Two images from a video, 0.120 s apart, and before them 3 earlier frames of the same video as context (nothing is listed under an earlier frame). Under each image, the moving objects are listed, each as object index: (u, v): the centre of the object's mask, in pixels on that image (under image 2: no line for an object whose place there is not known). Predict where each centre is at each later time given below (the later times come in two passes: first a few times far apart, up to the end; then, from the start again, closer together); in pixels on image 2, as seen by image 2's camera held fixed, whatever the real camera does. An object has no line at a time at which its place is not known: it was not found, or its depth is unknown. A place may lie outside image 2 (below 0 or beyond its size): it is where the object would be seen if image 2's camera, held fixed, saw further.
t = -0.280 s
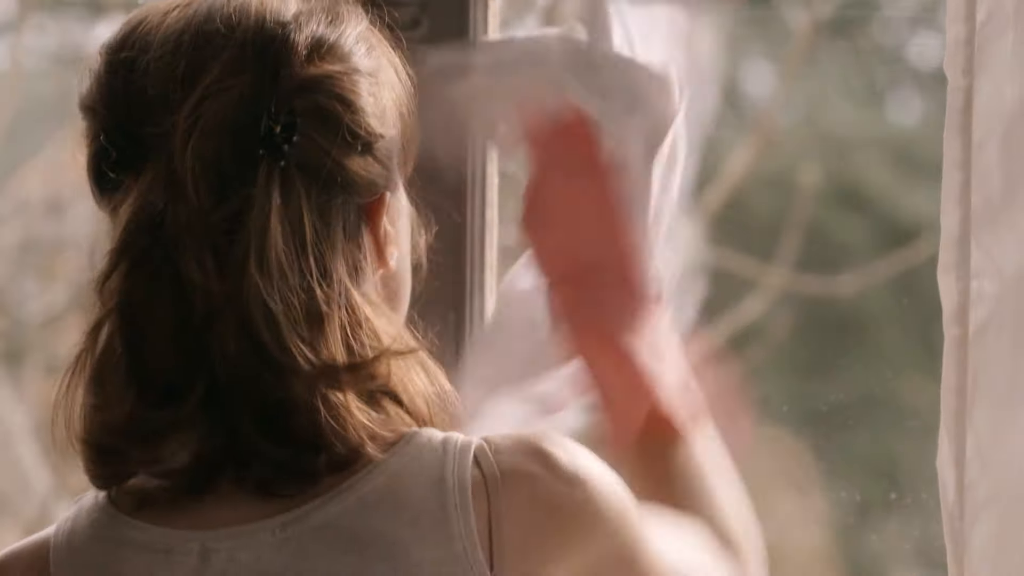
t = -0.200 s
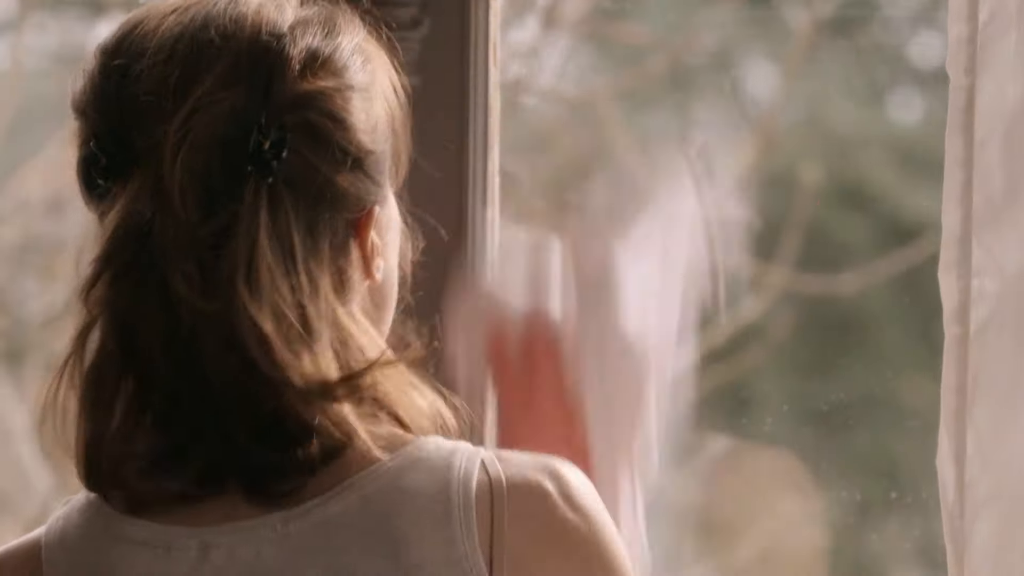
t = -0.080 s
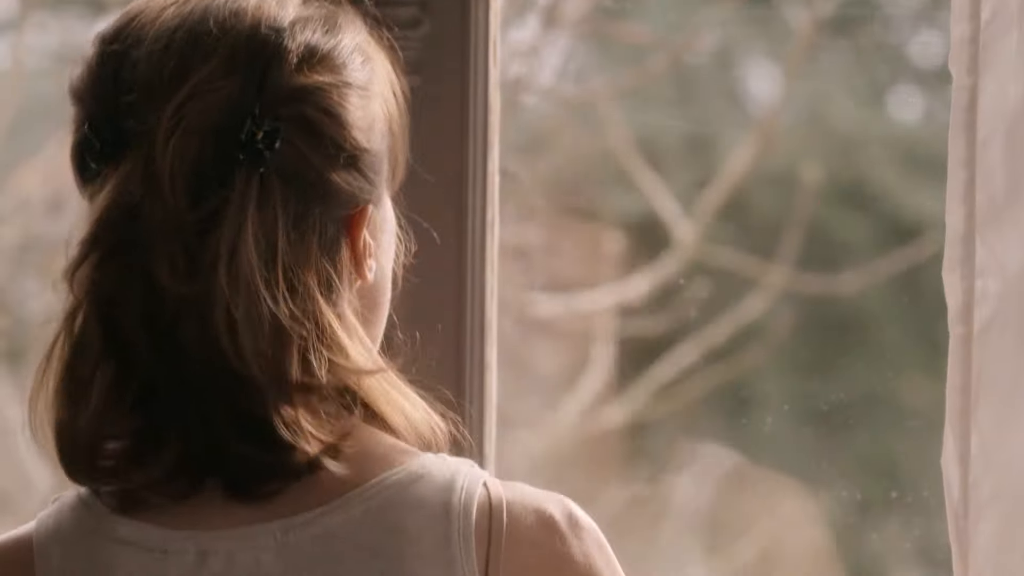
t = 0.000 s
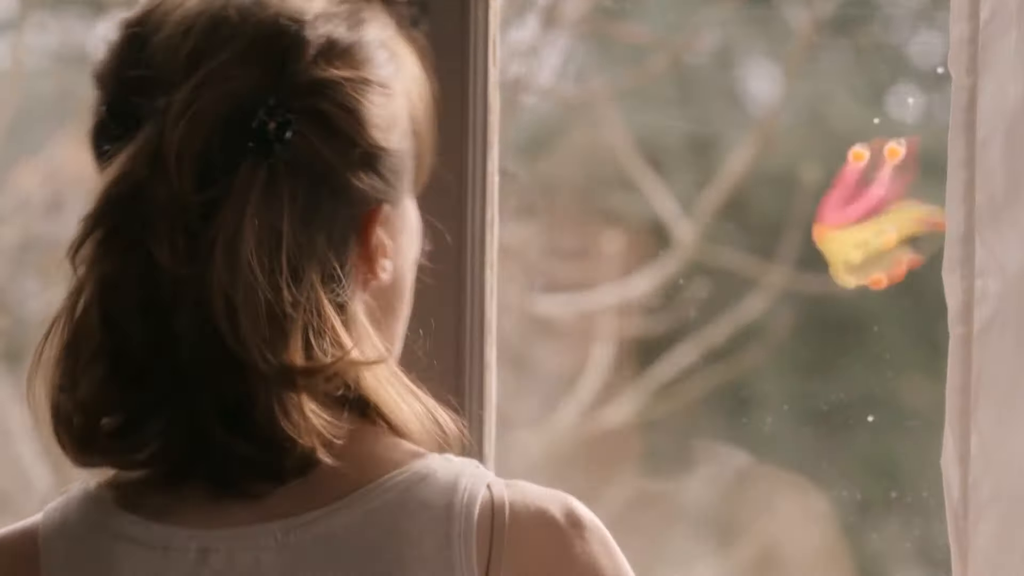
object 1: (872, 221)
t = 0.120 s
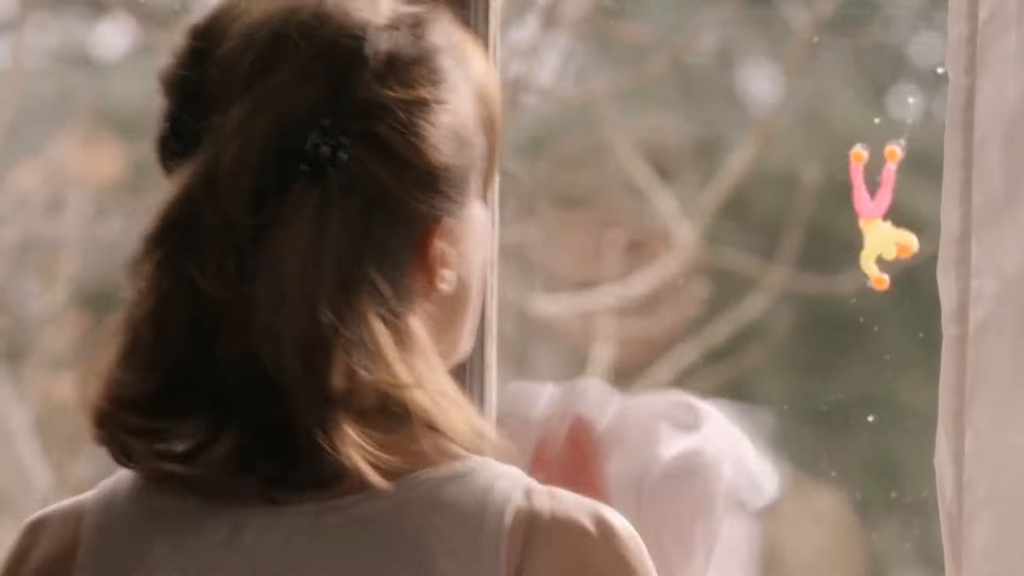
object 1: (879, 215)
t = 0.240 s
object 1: (882, 217)
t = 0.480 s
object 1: (882, 218)
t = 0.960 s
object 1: (880, 221)
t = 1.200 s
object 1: (880, 222)
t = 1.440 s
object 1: (881, 225)
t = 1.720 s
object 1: (881, 227)
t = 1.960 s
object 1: (876, 232)
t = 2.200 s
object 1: (865, 234)
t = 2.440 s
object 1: (851, 235)
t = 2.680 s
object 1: (853, 264)
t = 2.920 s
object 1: (864, 292)
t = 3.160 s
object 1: (876, 383)
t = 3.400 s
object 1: (860, 430)
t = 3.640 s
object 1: (861, 429)
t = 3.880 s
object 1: (861, 429)
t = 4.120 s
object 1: (861, 429)
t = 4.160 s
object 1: (861, 429)
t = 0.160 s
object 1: (882, 216)
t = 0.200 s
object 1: (882, 217)
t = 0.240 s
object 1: (882, 217)
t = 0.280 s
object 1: (882, 217)
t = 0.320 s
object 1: (882, 217)
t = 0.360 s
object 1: (882, 217)
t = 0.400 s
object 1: (882, 218)
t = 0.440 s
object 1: (882, 218)
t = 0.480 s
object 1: (882, 218)
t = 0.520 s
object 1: (881, 219)
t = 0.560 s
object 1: (881, 219)
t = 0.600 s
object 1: (881, 219)
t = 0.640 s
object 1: (881, 220)
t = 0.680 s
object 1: (881, 220)
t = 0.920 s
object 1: (880, 220)
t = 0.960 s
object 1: (880, 221)
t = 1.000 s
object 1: (880, 221)
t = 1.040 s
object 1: (880, 221)
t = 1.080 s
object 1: (879, 221)
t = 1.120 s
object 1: (879, 221)
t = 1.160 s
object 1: (880, 222)
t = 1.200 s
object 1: (880, 222)
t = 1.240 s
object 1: (880, 223)
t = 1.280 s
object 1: (881, 224)
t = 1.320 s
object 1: (881, 224)
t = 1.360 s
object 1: (881, 224)
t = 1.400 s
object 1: (881, 225)
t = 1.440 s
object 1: (881, 225)
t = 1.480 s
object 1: (881, 225)
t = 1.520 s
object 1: (881, 225)
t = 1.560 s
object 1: (881, 225)
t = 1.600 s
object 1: (882, 226)
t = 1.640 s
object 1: (881, 226)
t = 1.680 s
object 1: (881, 226)
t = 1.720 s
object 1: (881, 227)
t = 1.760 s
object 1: (880, 227)
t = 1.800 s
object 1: (880, 227)
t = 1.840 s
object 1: (879, 229)
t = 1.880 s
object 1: (876, 230)
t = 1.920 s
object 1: (876, 233)
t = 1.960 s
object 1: (876, 232)
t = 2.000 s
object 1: (871, 232)
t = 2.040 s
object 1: (864, 234)
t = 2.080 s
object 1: (862, 235)
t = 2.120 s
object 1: (865, 234)
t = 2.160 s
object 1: (866, 234)
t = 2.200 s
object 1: (865, 234)
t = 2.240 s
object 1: (865, 234)
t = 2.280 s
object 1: (864, 233)
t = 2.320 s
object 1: (861, 237)
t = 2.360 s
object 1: (858, 237)
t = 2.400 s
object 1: (854, 235)
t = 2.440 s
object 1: (851, 235)
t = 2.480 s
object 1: (850, 236)
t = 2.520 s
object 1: (849, 237)
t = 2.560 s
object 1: (849, 239)
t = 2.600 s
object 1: (850, 243)
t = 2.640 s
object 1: (851, 252)
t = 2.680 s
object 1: (853, 264)
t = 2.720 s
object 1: (854, 270)
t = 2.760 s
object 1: (856, 276)
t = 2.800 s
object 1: (859, 280)
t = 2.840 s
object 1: (859, 285)
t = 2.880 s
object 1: (861, 290)
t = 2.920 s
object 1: (864, 292)
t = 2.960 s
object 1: (866, 293)
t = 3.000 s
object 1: (868, 295)
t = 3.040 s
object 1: (870, 298)
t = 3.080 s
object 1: (875, 313)
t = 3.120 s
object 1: (880, 343)
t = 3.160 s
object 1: (876, 383)
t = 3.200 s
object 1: (875, 422)
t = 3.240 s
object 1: (859, 426)
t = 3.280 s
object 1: (853, 428)
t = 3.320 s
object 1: (864, 430)
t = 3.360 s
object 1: (861, 426)
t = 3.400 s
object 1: (860, 430)
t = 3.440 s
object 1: (859, 429)
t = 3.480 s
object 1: (859, 429)
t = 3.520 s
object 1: (862, 429)
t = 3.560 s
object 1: (861, 428)
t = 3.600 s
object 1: (859, 429)
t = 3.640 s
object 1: (861, 429)
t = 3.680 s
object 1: (861, 429)
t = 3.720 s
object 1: (861, 429)
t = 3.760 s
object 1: (860, 429)
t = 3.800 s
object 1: (860, 429)
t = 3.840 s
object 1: (861, 429)
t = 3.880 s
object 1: (861, 429)
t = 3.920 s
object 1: (861, 429)
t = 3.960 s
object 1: (861, 429)
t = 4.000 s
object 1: (861, 429)
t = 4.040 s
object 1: (861, 429)
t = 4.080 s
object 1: (861, 429)
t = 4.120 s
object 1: (861, 429)
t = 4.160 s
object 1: (861, 429)
